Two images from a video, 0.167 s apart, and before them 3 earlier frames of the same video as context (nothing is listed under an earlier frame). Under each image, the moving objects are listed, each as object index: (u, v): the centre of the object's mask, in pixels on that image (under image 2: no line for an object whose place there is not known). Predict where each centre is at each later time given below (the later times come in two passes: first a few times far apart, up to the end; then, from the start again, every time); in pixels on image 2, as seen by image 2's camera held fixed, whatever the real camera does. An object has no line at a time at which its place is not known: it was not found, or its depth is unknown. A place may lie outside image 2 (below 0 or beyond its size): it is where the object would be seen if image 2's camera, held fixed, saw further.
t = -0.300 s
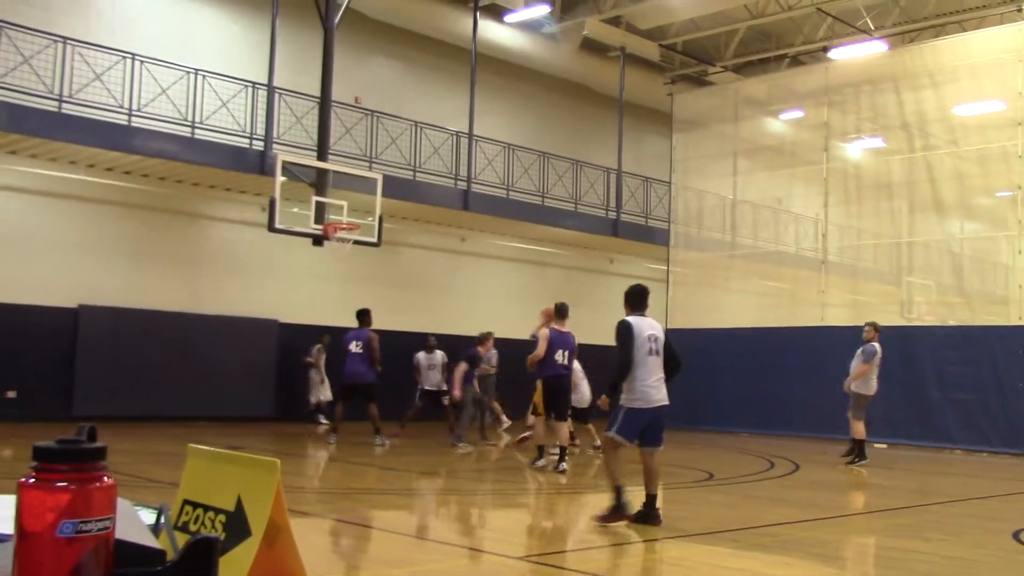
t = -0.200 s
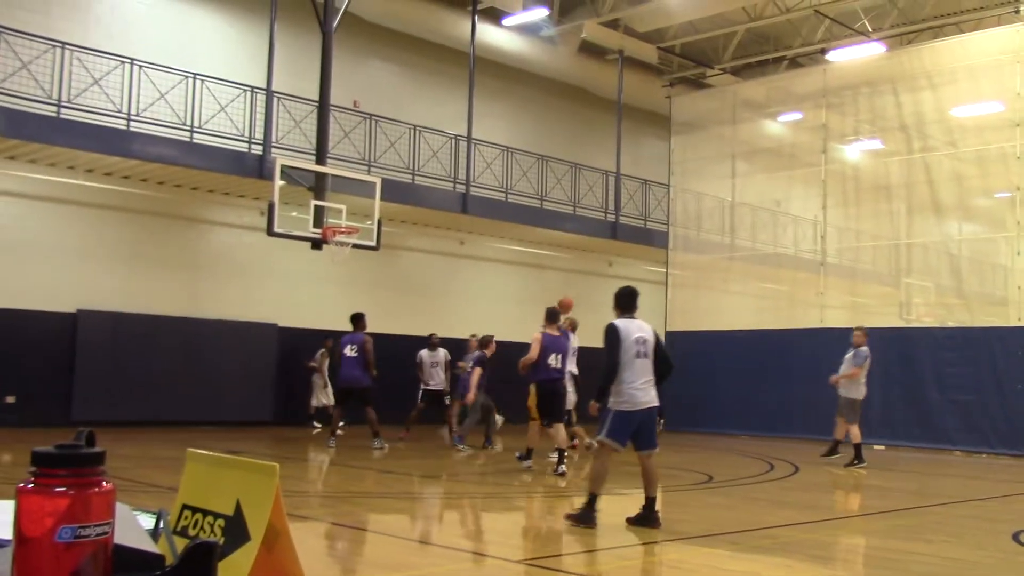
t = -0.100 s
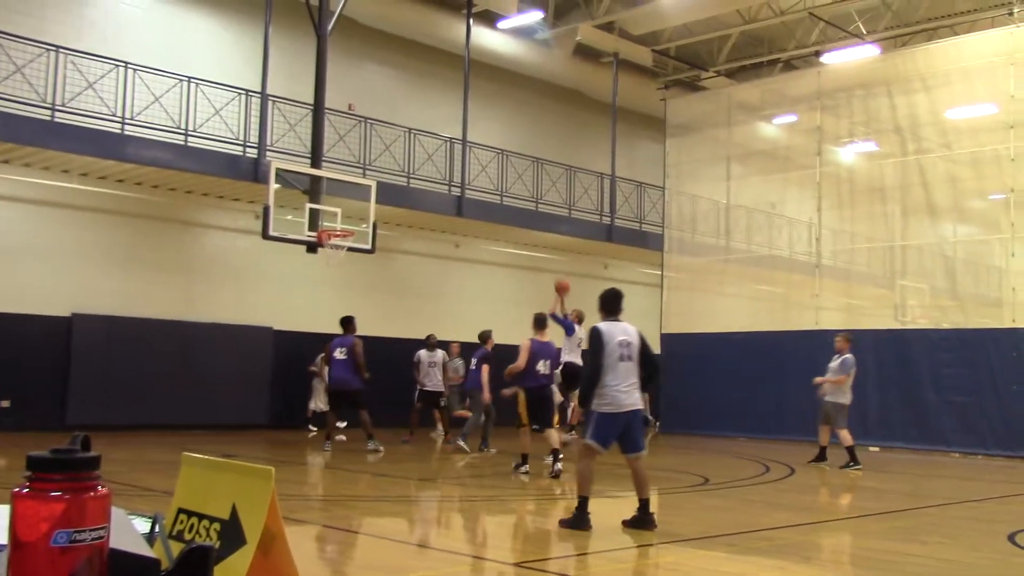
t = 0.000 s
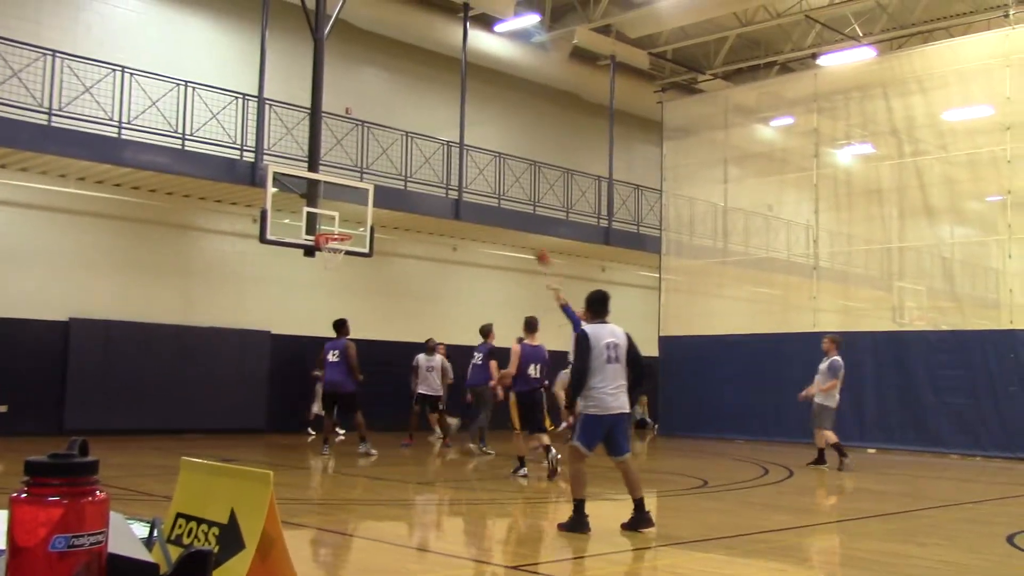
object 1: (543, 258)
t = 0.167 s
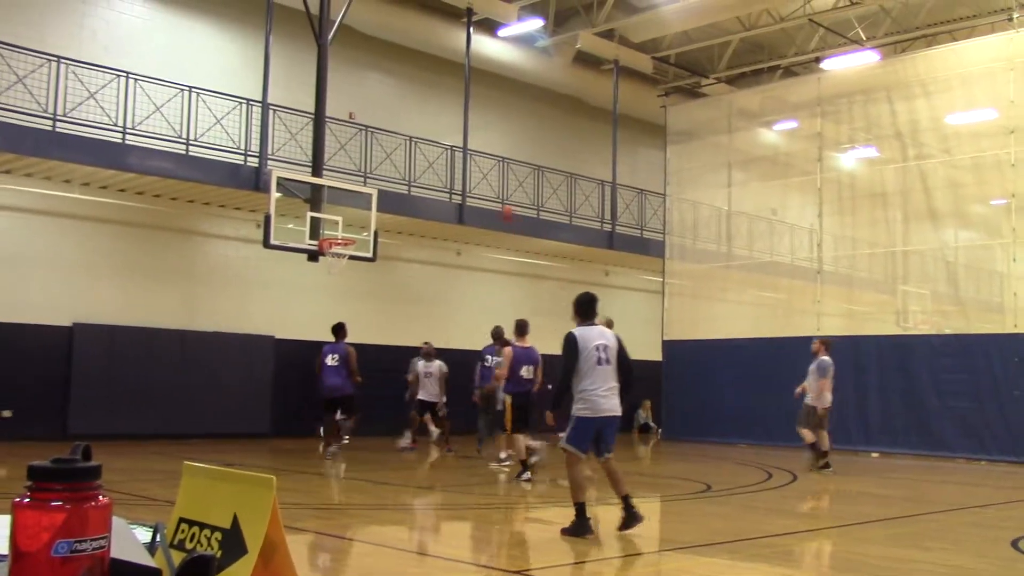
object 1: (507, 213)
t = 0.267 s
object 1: (485, 194)
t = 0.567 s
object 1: (415, 175)
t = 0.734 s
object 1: (372, 189)
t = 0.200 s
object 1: (500, 208)
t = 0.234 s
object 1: (491, 201)
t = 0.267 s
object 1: (485, 194)
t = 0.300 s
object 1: (477, 189)
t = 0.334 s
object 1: (470, 185)
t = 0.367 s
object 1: (461, 182)
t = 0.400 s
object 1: (454, 179)
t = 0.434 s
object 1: (446, 177)
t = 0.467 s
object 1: (438, 175)
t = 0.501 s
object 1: (430, 174)
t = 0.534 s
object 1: (422, 174)
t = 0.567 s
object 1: (415, 175)
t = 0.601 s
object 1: (406, 176)
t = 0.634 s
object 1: (399, 178)
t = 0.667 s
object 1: (390, 181)
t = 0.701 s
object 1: (381, 185)
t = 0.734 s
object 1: (372, 189)
